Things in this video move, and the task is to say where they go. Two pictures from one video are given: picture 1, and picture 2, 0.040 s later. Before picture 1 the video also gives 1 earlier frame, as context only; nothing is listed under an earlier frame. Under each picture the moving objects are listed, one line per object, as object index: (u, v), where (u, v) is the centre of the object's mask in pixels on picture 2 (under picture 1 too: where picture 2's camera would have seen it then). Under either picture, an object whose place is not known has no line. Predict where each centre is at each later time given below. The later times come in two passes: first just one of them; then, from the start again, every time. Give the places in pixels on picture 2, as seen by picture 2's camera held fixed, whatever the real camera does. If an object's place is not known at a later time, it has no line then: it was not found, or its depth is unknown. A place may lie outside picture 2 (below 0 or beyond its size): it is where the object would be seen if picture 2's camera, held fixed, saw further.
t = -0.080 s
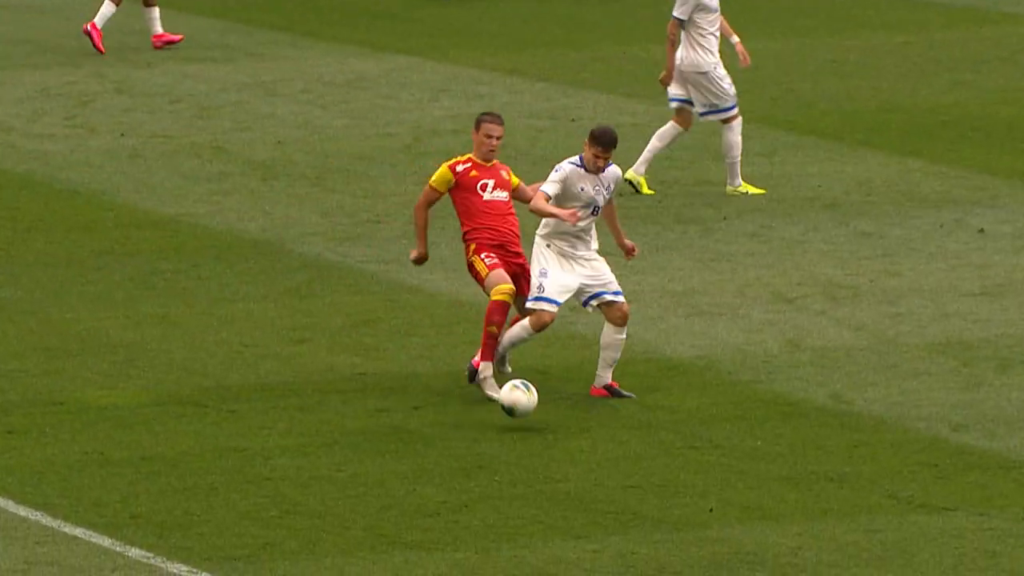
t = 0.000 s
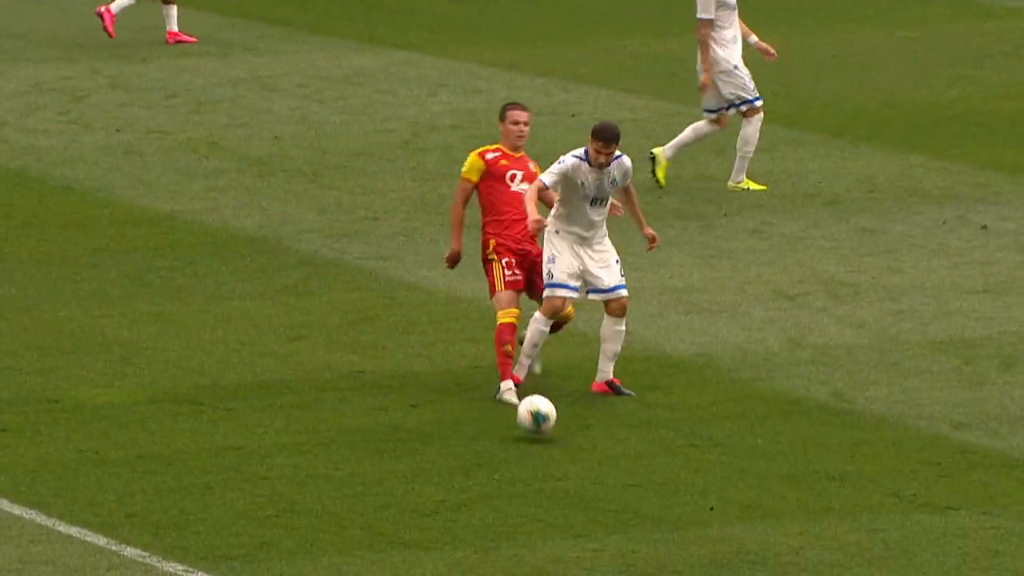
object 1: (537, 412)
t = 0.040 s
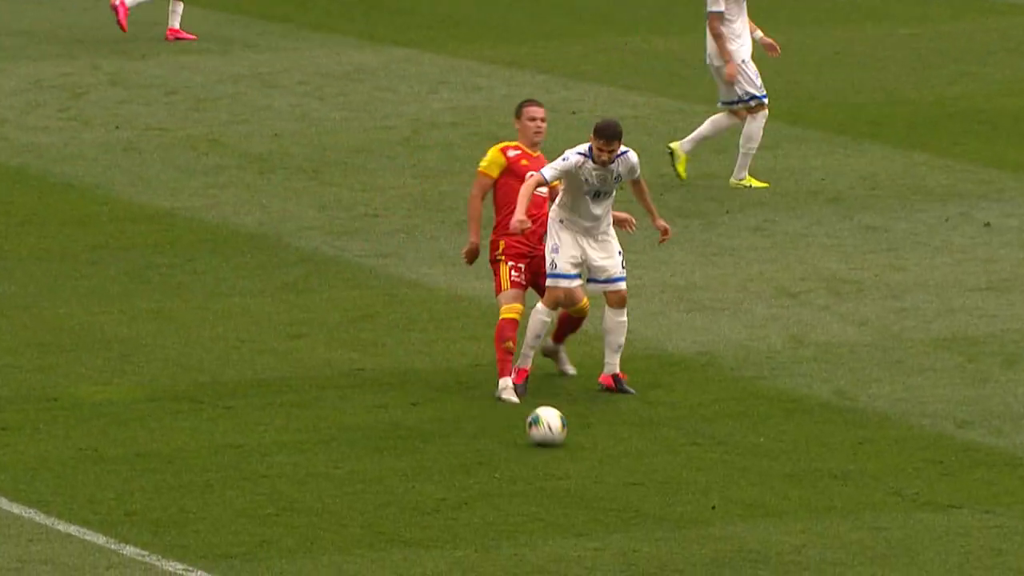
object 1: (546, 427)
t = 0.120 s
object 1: (565, 434)
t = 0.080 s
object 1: (555, 431)
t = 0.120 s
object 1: (565, 434)
